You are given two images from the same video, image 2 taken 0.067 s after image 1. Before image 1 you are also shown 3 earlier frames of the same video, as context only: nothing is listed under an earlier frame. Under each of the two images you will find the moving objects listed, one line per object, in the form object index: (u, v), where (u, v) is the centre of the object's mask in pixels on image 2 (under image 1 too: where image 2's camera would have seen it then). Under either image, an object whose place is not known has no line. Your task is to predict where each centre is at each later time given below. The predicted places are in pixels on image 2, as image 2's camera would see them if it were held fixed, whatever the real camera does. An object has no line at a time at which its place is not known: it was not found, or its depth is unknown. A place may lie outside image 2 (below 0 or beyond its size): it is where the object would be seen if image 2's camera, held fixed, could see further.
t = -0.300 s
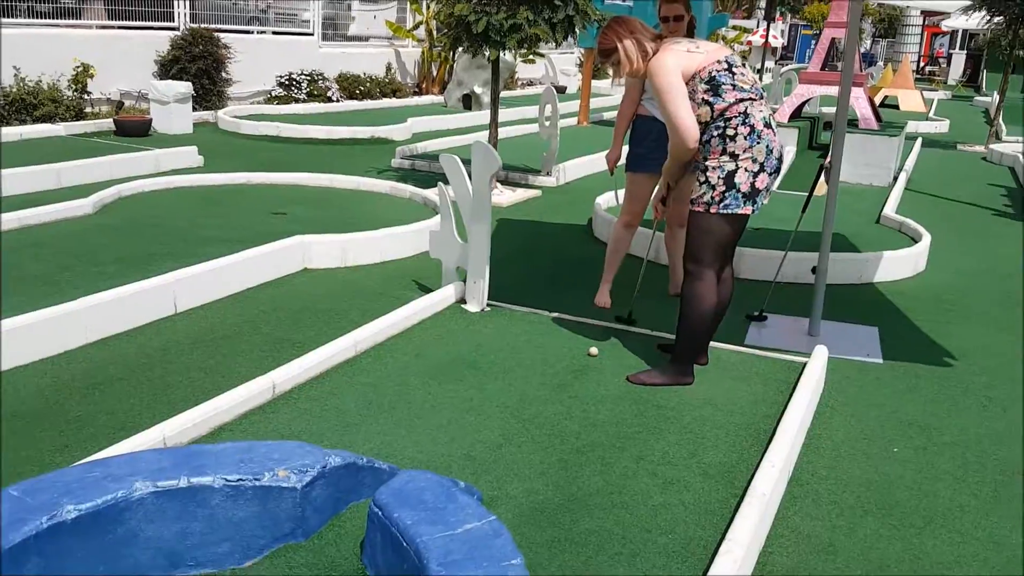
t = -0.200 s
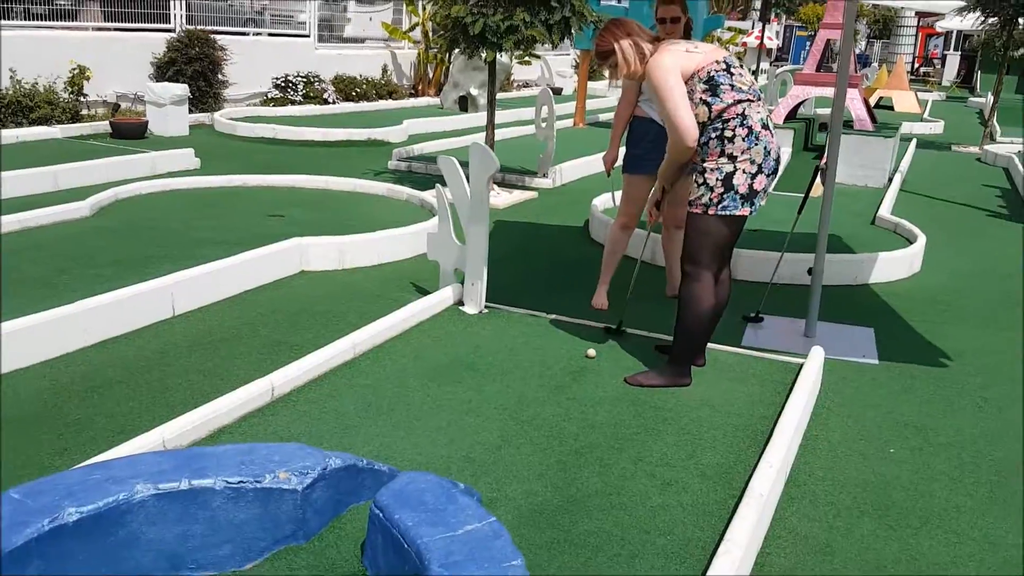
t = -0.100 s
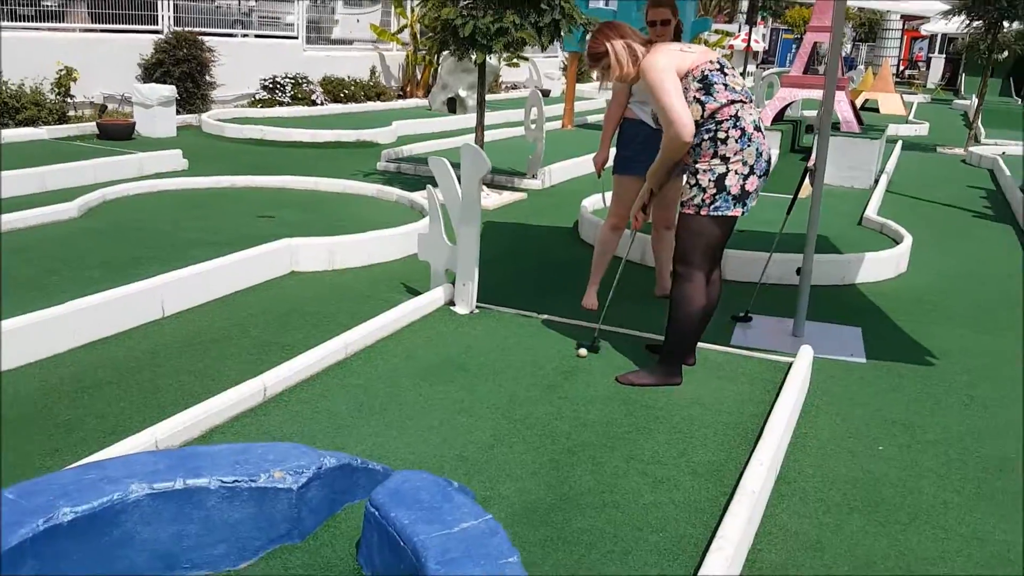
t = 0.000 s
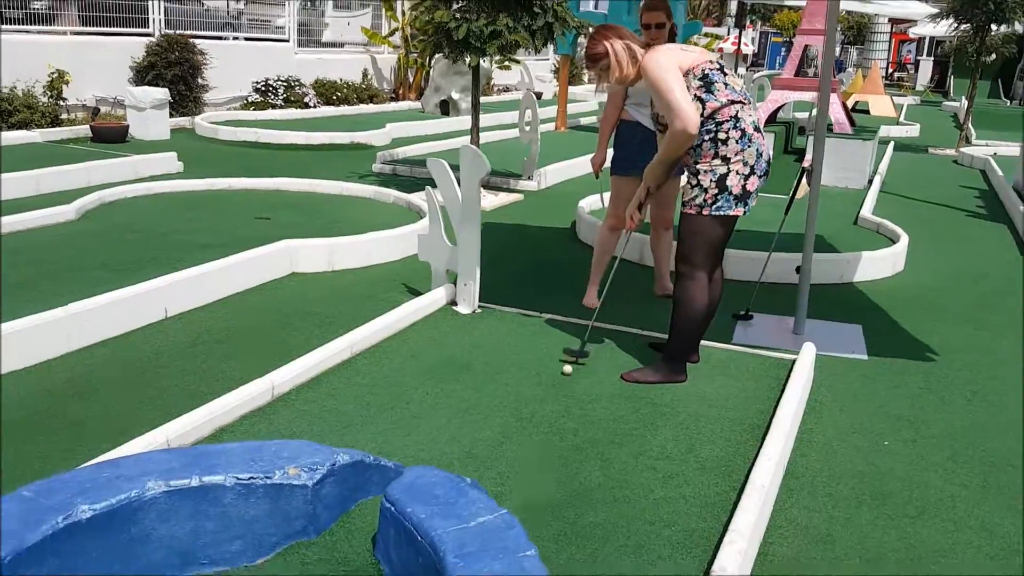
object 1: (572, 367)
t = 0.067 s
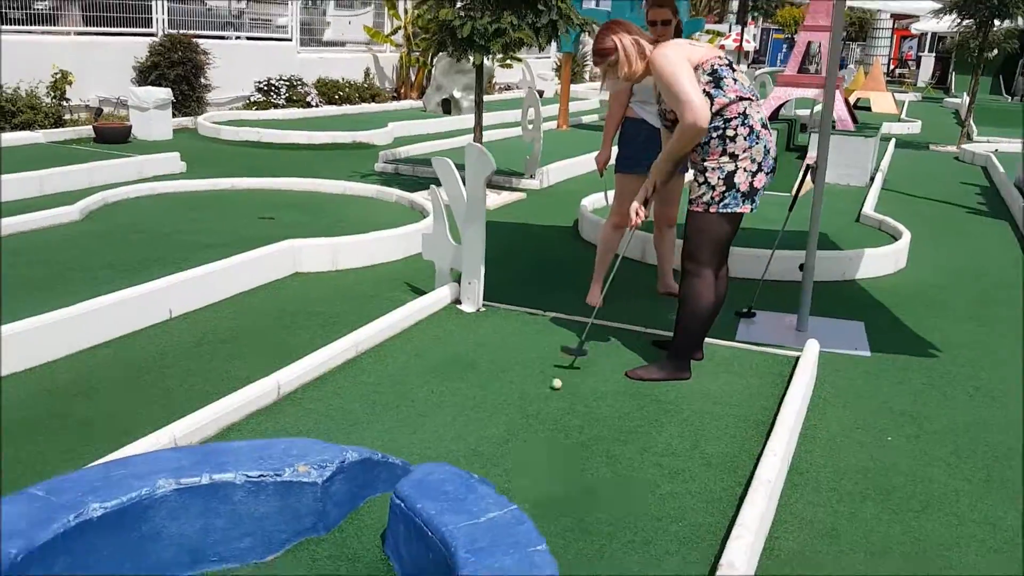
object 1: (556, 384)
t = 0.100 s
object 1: (549, 391)
